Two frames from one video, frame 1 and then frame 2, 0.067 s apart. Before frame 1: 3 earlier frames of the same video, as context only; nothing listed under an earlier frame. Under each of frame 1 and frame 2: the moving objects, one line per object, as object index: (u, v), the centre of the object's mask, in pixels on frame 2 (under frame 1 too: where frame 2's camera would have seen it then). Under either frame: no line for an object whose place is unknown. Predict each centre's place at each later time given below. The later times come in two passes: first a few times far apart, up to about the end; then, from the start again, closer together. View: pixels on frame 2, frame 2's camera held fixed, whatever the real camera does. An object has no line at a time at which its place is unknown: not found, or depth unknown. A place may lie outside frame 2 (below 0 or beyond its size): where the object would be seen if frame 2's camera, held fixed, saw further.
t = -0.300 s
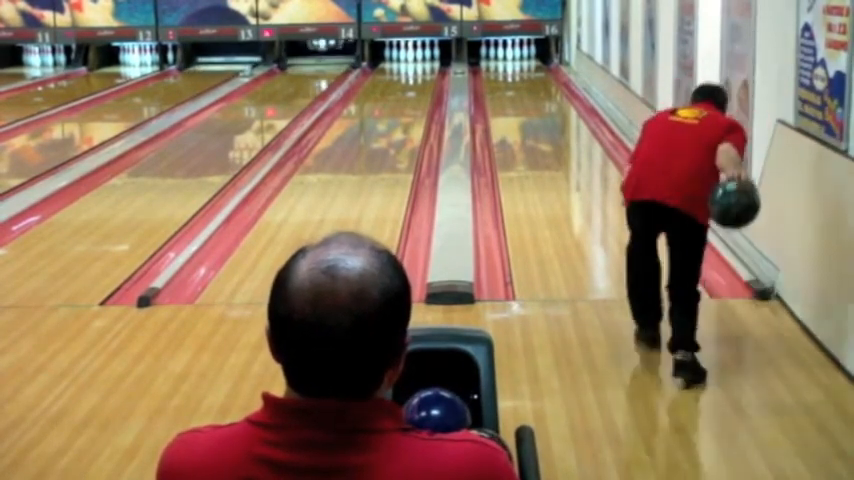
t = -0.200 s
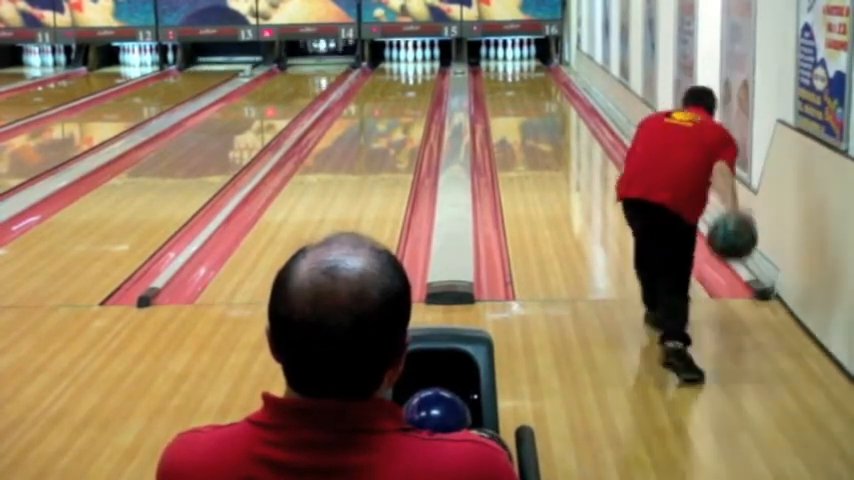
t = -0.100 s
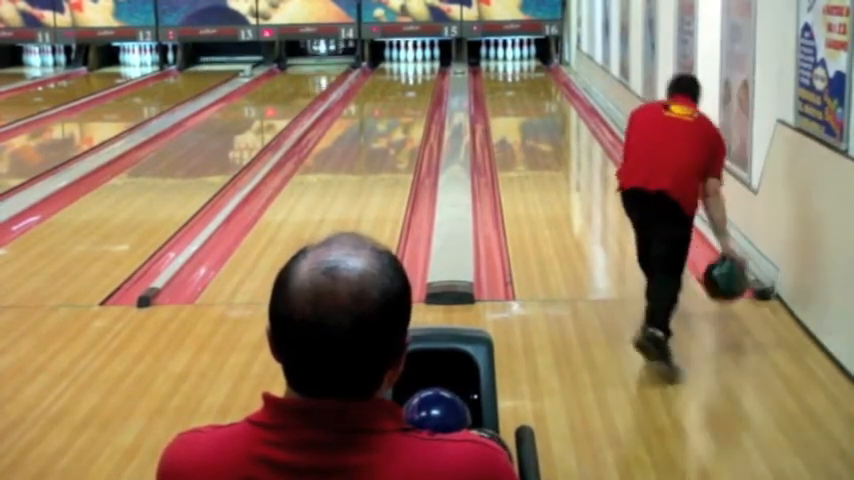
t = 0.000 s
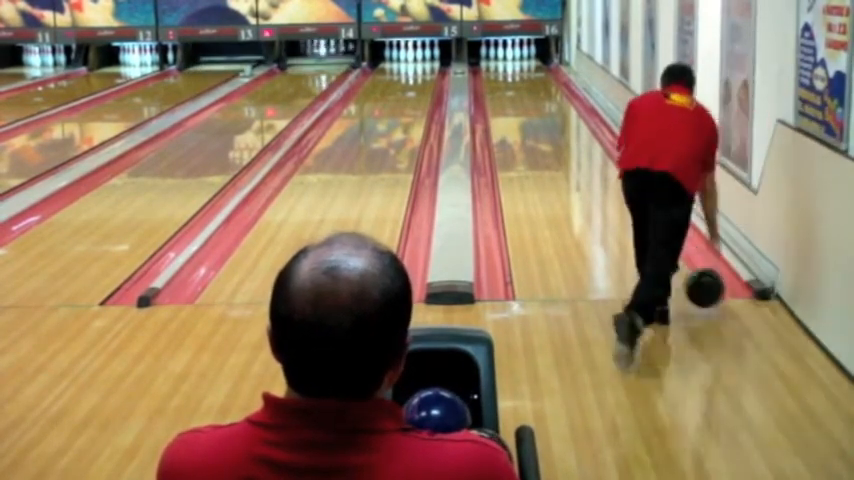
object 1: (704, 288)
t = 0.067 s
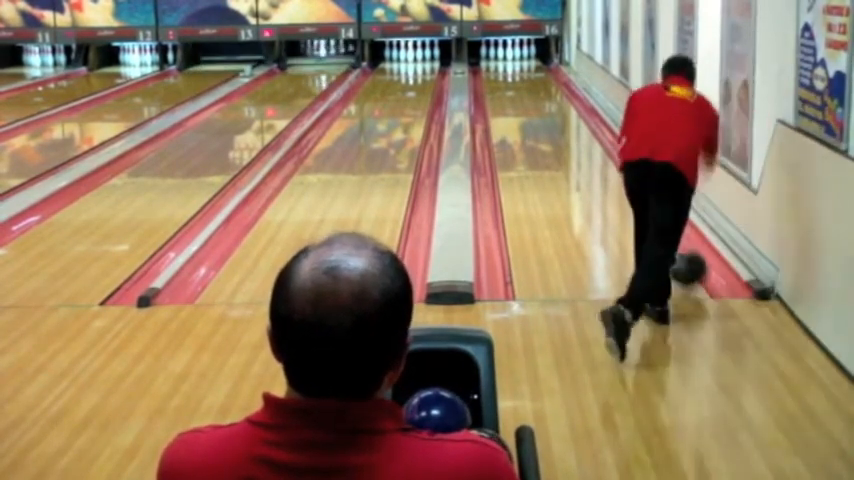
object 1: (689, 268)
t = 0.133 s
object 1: (682, 253)
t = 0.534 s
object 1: (613, 177)
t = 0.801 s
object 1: (587, 145)
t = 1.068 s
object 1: (568, 122)
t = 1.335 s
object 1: (552, 103)
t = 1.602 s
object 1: (540, 89)
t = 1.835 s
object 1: (531, 80)
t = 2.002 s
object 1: (524, 72)
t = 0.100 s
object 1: (684, 259)
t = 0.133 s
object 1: (682, 253)
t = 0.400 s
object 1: (624, 198)
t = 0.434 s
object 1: (623, 191)
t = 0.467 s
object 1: (620, 187)
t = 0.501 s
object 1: (616, 182)
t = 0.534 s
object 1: (613, 177)
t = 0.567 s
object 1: (609, 172)
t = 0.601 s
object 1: (605, 168)
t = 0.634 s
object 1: (602, 163)
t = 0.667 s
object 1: (599, 159)
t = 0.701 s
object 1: (596, 155)
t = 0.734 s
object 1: (593, 151)
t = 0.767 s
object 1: (590, 148)
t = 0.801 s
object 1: (587, 145)
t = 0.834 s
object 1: (584, 141)
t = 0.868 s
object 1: (582, 138)
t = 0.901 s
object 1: (579, 134)
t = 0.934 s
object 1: (577, 131)
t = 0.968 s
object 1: (575, 129)
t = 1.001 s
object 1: (572, 126)
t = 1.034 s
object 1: (570, 124)
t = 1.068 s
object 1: (568, 122)
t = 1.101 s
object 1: (566, 119)
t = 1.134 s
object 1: (564, 117)
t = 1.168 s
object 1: (562, 114)
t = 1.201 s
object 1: (559, 111)
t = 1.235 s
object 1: (558, 109)
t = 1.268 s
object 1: (556, 107)
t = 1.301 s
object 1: (554, 105)
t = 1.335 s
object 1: (552, 103)
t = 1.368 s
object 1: (551, 101)
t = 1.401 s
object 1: (549, 100)
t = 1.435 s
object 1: (548, 98)
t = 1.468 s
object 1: (547, 96)
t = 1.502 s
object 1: (545, 95)
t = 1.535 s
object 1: (543, 94)
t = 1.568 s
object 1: (542, 92)
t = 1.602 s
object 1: (540, 89)
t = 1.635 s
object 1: (538, 88)
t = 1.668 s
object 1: (538, 87)
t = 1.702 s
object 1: (537, 86)
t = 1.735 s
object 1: (535, 84)
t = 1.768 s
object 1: (534, 82)
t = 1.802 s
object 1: (532, 80)
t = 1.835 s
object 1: (531, 80)
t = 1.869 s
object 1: (530, 78)
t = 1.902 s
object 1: (528, 76)
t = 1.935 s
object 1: (527, 76)
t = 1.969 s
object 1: (526, 74)
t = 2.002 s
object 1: (524, 72)
